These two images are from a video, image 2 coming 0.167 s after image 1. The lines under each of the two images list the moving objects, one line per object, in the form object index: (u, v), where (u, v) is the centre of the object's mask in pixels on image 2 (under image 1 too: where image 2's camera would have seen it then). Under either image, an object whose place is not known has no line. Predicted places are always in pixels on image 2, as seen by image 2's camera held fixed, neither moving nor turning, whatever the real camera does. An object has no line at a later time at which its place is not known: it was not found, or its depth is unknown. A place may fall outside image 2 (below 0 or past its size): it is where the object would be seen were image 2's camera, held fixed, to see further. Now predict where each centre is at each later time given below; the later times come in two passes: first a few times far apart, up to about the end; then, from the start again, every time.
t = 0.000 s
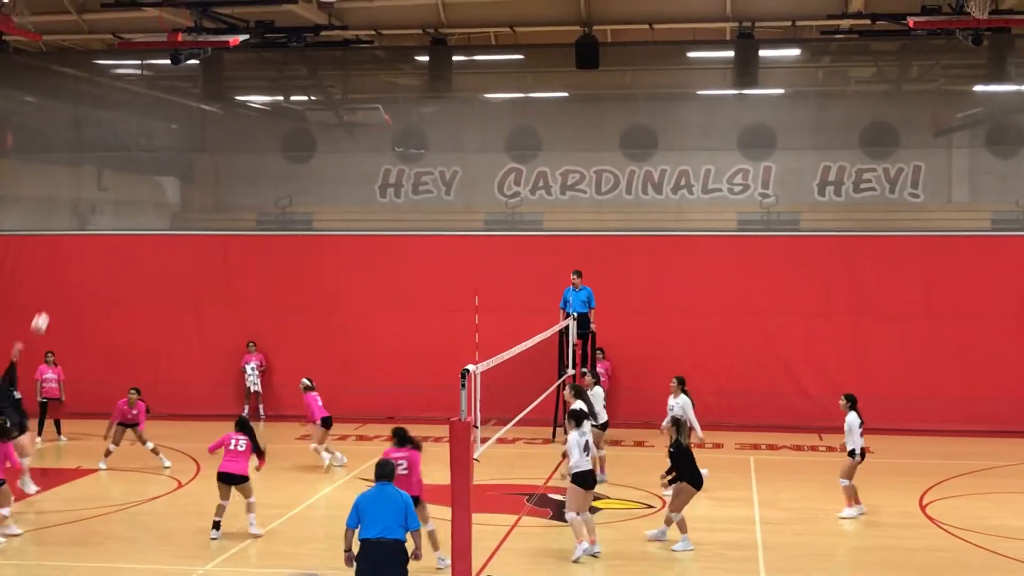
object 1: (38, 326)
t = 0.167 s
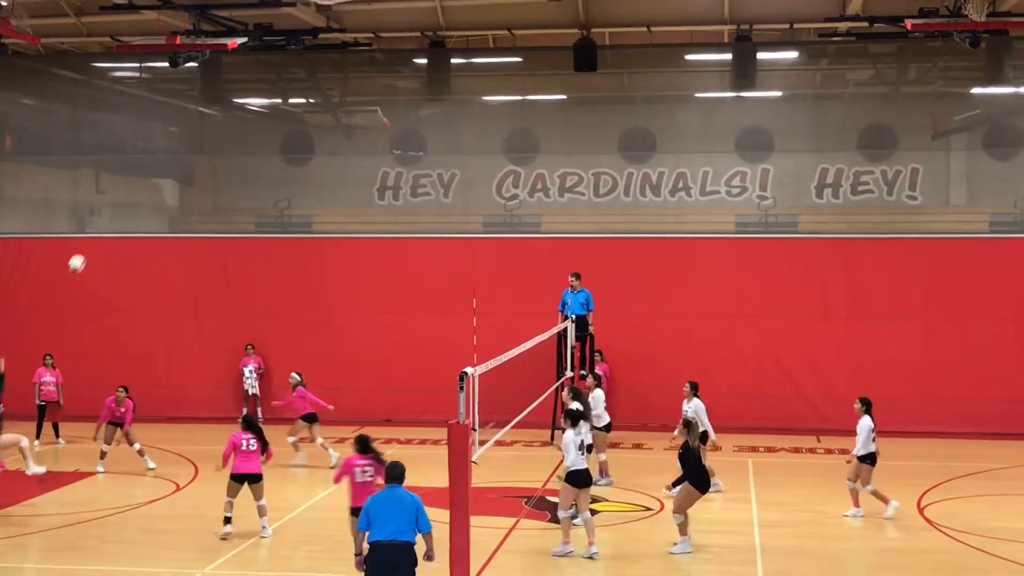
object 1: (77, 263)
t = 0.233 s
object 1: (92, 245)
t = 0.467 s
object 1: (144, 205)
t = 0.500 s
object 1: (151, 202)
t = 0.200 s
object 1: (85, 254)
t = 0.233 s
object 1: (92, 245)
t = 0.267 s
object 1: (100, 237)
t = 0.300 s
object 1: (108, 230)
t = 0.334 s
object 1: (115, 223)
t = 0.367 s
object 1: (123, 217)
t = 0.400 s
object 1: (129, 212)
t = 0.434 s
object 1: (137, 208)
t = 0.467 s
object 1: (144, 205)
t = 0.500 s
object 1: (151, 202)
